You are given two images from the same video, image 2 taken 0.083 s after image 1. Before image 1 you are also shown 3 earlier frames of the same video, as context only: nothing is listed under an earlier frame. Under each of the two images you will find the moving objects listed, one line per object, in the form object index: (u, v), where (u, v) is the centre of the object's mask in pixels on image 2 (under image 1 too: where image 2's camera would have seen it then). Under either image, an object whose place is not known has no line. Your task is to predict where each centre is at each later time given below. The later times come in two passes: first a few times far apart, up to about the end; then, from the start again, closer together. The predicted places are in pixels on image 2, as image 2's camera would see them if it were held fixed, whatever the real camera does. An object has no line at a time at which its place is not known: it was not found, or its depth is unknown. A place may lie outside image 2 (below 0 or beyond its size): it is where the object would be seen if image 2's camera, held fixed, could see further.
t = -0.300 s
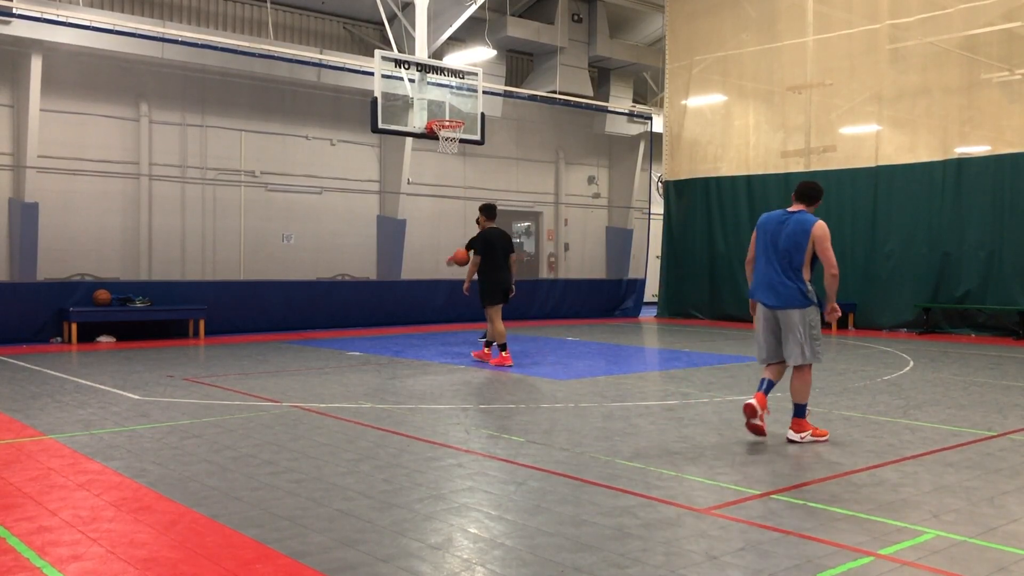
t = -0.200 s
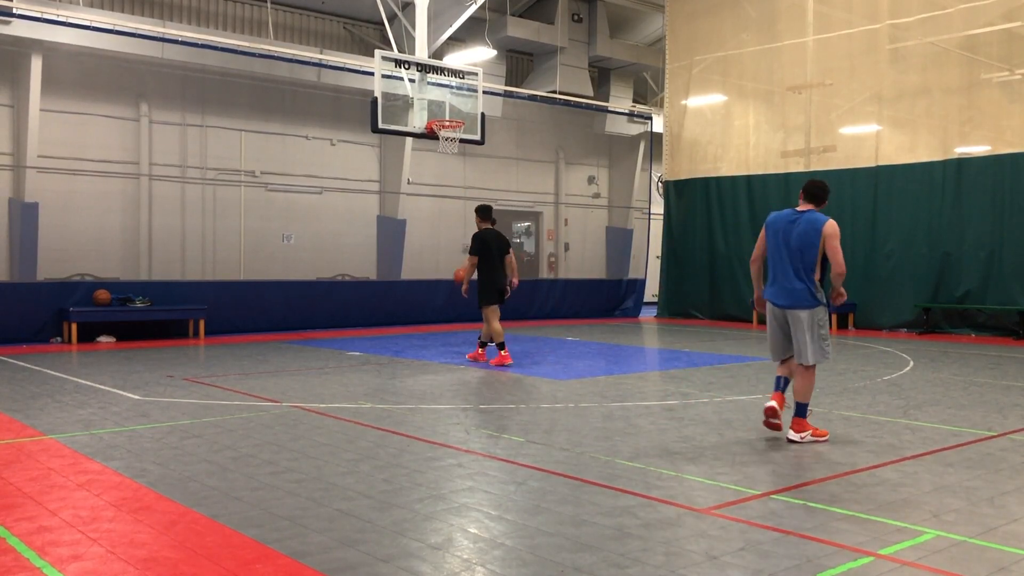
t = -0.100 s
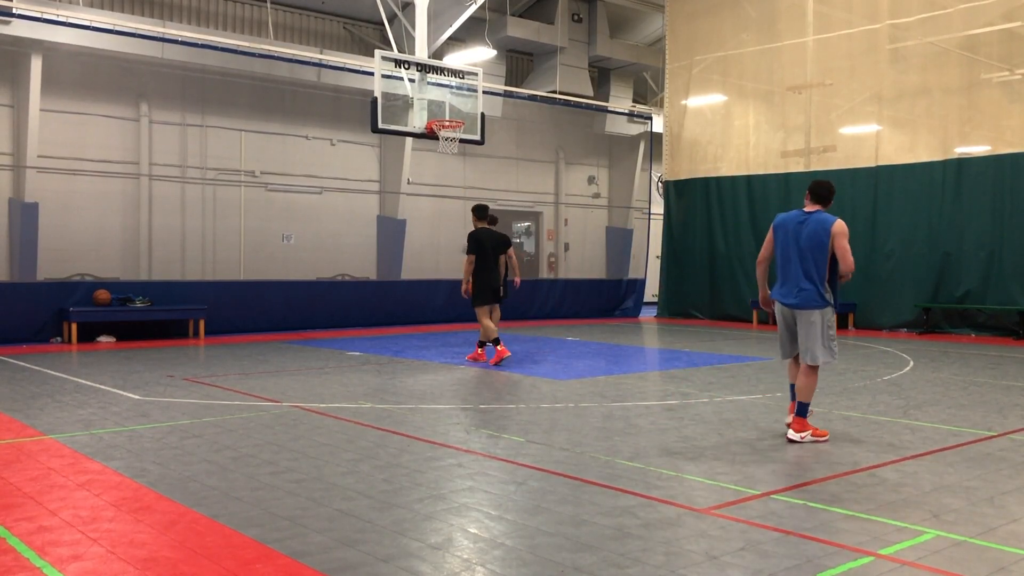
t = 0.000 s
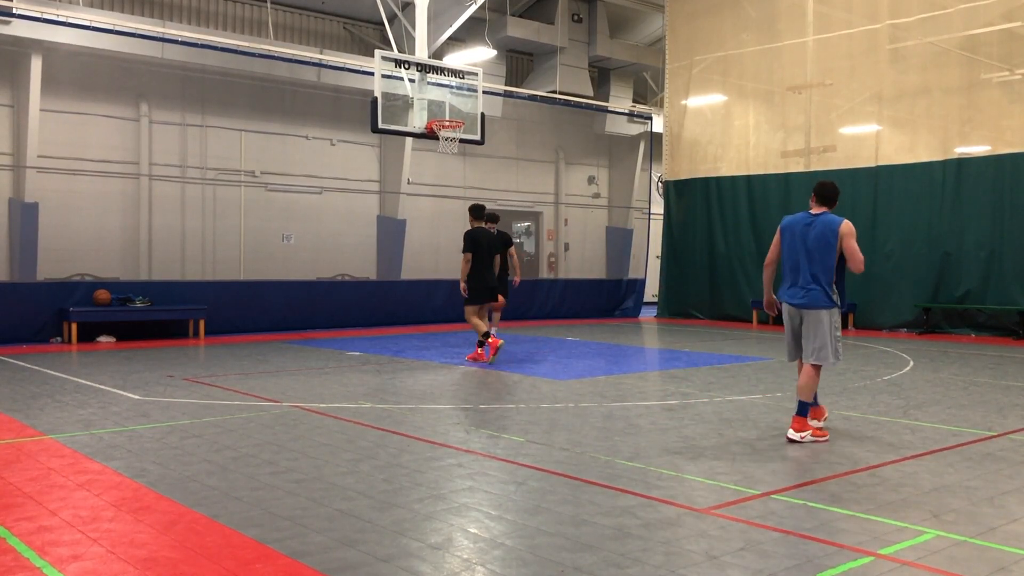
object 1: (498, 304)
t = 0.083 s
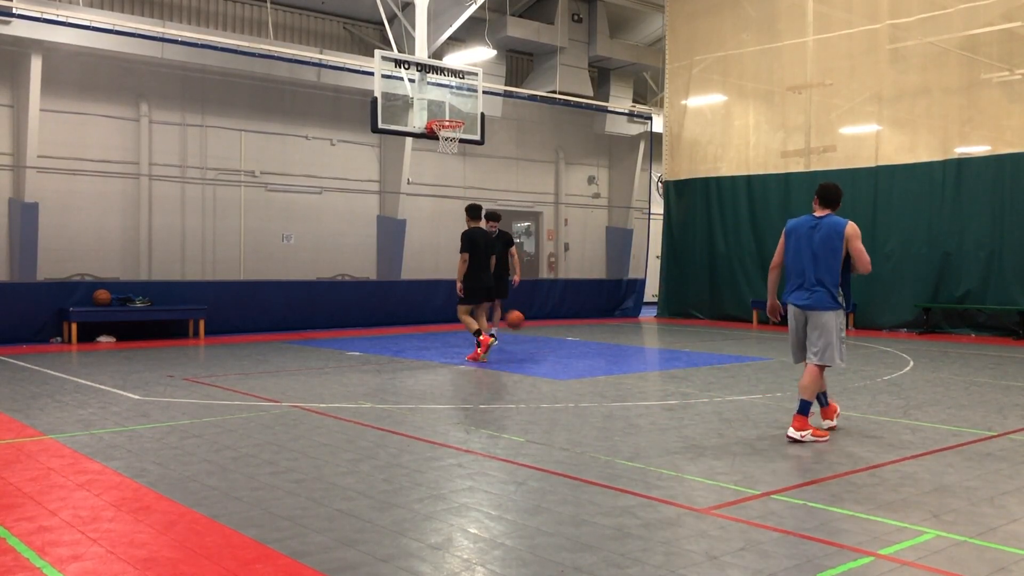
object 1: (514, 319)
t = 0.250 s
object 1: (549, 330)
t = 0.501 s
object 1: (597, 311)
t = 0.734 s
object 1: (648, 343)
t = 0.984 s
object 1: (711, 340)
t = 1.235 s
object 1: (785, 364)
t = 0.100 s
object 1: (518, 324)
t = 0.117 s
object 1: (522, 328)
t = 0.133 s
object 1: (526, 333)
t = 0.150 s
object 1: (530, 338)
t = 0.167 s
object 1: (534, 343)
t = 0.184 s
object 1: (537, 344)
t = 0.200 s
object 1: (540, 340)
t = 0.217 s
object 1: (543, 337)
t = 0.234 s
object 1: (546, 333)
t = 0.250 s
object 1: (549, 330)
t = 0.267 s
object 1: (552, 328)
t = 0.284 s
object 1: (555, 325)
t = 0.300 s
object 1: (558, 323)
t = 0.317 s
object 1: (561, 320)
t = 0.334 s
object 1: (564, 318)
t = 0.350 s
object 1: (567, 317)
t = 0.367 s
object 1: (571, 315)
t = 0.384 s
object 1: (574, 314)
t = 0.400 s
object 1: (577, 312)
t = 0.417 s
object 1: (580, 312)
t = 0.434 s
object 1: (584, 311)
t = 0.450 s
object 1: (587, 311)
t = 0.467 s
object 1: (590, 311)
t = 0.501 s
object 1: (597, 311)
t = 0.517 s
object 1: (600, 311)
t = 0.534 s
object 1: (604, 312)
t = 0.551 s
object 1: (607, 313)
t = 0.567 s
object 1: (611, 314)
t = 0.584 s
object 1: (615, 316)
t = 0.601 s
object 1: (618, 318)
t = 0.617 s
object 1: (621, 320)
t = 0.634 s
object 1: (625, 323)
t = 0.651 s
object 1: (629, 325)
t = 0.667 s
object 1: (632, 328)
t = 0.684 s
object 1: (636, 331)
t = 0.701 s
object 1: (640, 335)
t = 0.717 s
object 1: (644, 339)
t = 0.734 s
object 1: (648, 343)
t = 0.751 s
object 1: (652, 348)
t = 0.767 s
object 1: (656, 352)
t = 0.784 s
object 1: (659, 357)
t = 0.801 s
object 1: (664, 363)
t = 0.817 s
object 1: (668, 361)
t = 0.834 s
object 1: (672, 358)
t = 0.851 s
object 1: (676, 355)
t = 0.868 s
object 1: (680, 352)
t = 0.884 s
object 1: (684, 350)
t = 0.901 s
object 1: (689, 347)
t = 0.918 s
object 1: (693, 345)
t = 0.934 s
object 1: (698, 344)
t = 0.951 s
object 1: (702, 342)
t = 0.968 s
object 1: (707, 341)
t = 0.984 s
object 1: (711, 340)
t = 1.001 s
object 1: (715, 340)
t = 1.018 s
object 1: (720, 340)
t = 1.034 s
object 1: (725, 340)
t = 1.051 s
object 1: (730, 340)
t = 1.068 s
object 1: (734, 340)
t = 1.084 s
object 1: (739, 341)
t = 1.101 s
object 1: (744, 342)
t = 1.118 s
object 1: (749, 344)
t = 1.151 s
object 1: (759, 347)
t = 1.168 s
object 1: (764, 350)
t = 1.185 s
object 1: (770, 353)
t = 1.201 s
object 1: (775, 356)
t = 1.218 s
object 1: (780, 359)
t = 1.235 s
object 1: (785, 364)
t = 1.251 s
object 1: (791, 367)
